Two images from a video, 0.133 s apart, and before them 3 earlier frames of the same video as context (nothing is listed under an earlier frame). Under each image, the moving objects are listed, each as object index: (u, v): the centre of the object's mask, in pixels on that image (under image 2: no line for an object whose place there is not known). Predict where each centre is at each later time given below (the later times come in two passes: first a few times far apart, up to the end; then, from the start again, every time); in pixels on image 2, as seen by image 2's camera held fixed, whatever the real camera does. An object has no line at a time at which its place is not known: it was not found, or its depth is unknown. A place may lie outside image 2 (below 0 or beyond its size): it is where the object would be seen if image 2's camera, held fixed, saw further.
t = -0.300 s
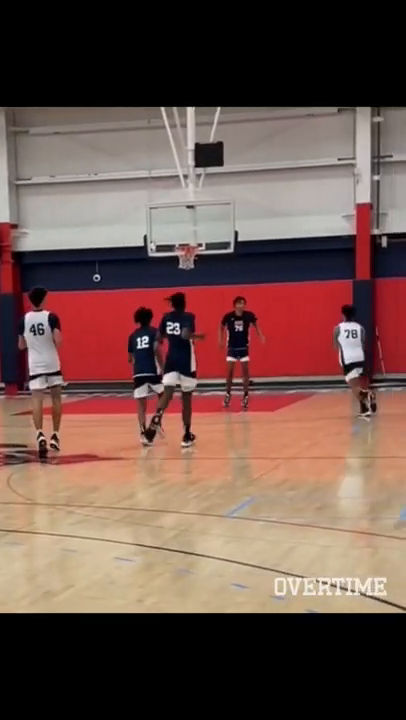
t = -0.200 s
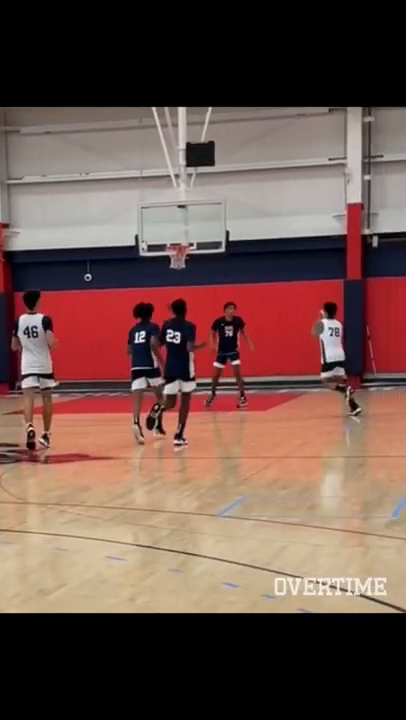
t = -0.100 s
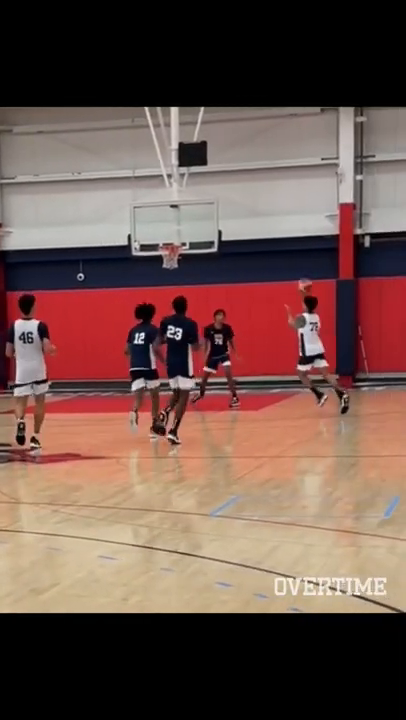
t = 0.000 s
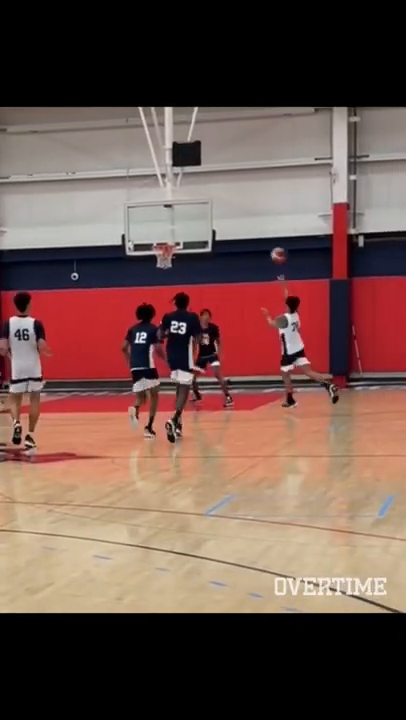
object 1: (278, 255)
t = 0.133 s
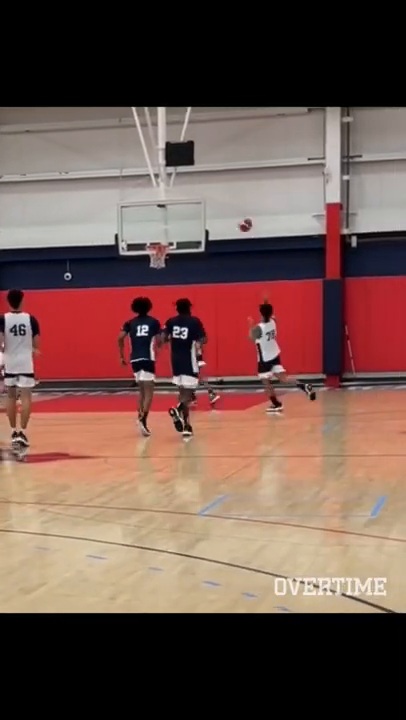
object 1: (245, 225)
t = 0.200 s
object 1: (232, 213)
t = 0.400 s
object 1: (197, 198)
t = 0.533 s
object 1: (176, 200)
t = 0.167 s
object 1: (239, 220)
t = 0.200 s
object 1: (232, 213)
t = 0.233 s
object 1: (226, 210)
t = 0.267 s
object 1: (220, 205)
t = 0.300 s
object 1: (214, 202)
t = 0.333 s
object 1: (208, 200)
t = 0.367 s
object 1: (202, 199)
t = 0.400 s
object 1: (197, 198)
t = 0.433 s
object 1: (191, 197)
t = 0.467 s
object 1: (186, 197)
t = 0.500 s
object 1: (181, 198)
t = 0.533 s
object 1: (176, 200)
